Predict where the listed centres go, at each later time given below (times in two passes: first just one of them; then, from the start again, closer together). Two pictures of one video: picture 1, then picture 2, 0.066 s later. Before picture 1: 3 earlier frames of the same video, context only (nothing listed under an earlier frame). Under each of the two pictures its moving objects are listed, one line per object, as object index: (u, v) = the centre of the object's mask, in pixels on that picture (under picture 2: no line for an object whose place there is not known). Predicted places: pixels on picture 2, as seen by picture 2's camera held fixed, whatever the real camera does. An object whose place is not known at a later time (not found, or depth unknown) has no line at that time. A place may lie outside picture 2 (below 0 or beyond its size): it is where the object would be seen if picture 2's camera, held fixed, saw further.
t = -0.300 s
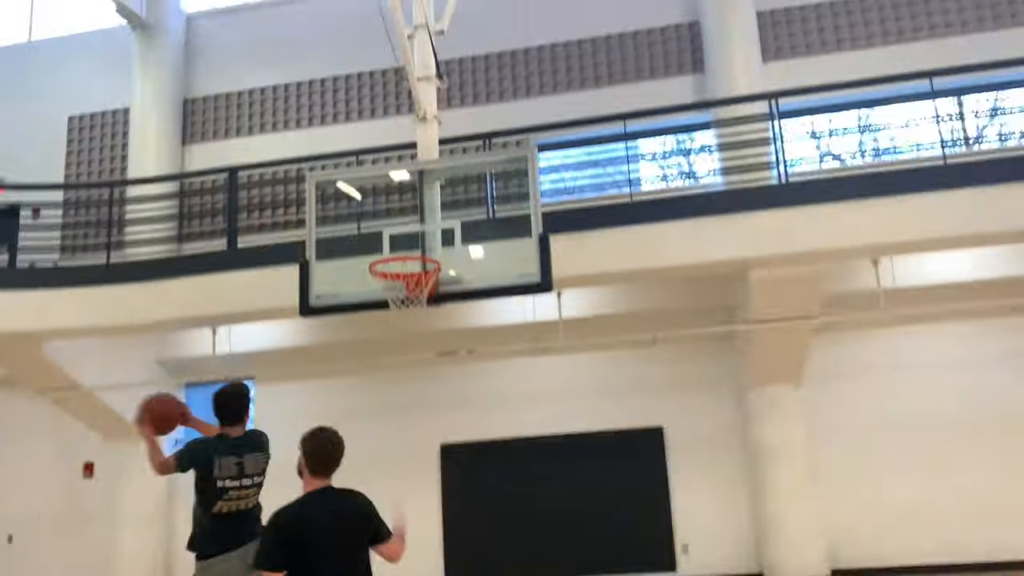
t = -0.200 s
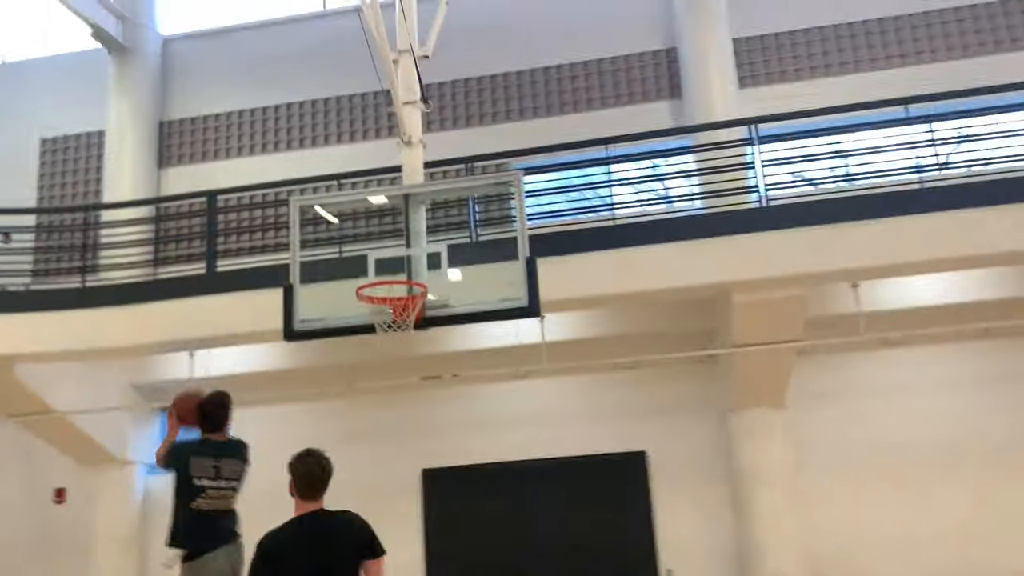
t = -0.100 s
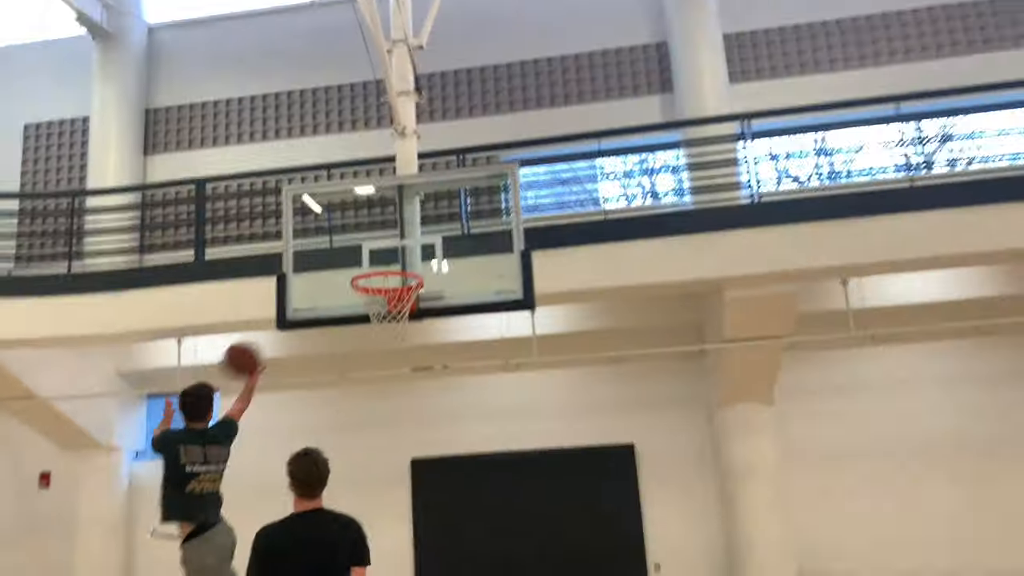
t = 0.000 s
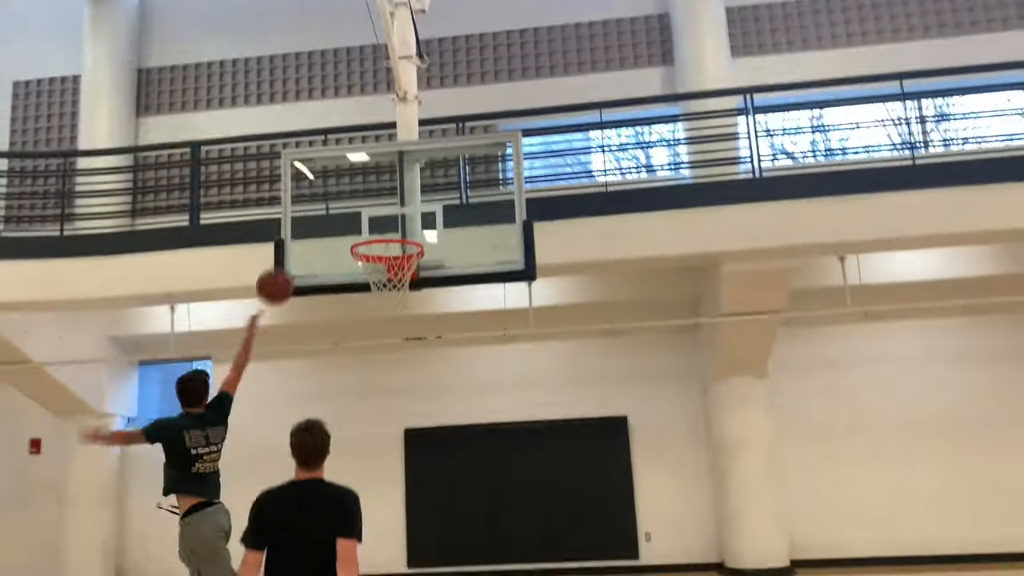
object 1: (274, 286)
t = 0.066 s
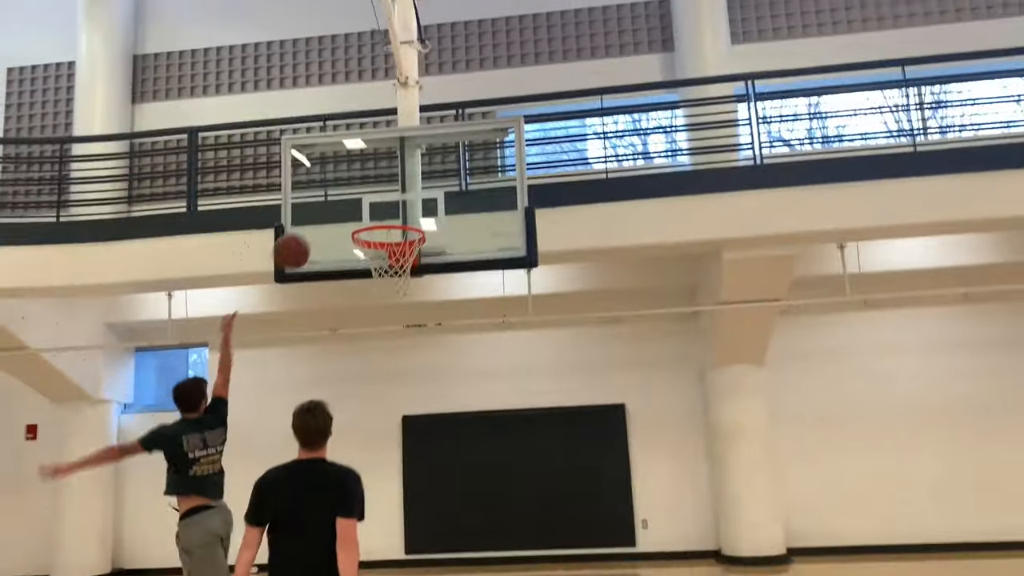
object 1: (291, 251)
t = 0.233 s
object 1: (330, 228)
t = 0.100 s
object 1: (299, 244)
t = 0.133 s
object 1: (307, 237)
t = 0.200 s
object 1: (323, 229)
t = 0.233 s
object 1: (330, 228)
